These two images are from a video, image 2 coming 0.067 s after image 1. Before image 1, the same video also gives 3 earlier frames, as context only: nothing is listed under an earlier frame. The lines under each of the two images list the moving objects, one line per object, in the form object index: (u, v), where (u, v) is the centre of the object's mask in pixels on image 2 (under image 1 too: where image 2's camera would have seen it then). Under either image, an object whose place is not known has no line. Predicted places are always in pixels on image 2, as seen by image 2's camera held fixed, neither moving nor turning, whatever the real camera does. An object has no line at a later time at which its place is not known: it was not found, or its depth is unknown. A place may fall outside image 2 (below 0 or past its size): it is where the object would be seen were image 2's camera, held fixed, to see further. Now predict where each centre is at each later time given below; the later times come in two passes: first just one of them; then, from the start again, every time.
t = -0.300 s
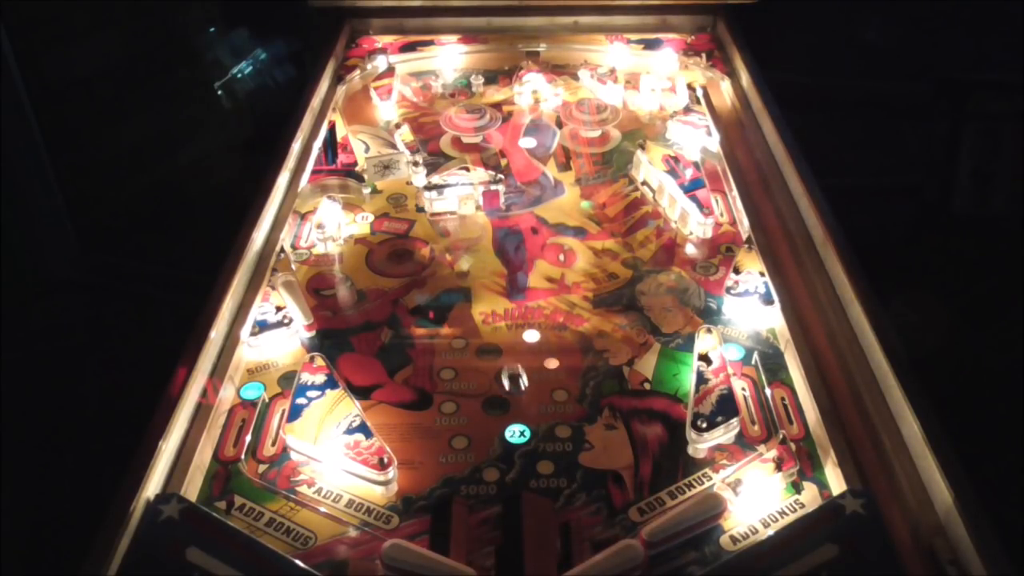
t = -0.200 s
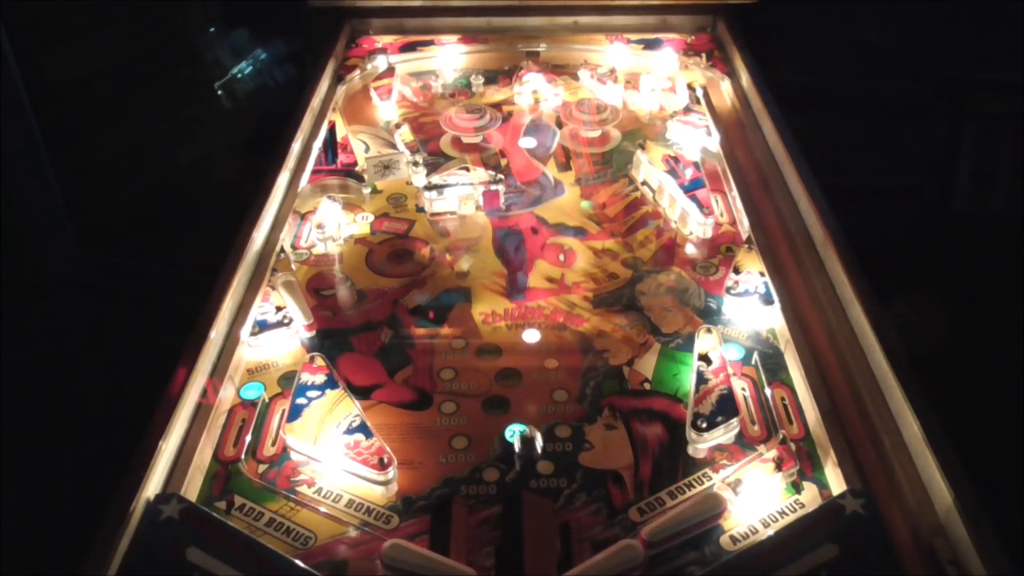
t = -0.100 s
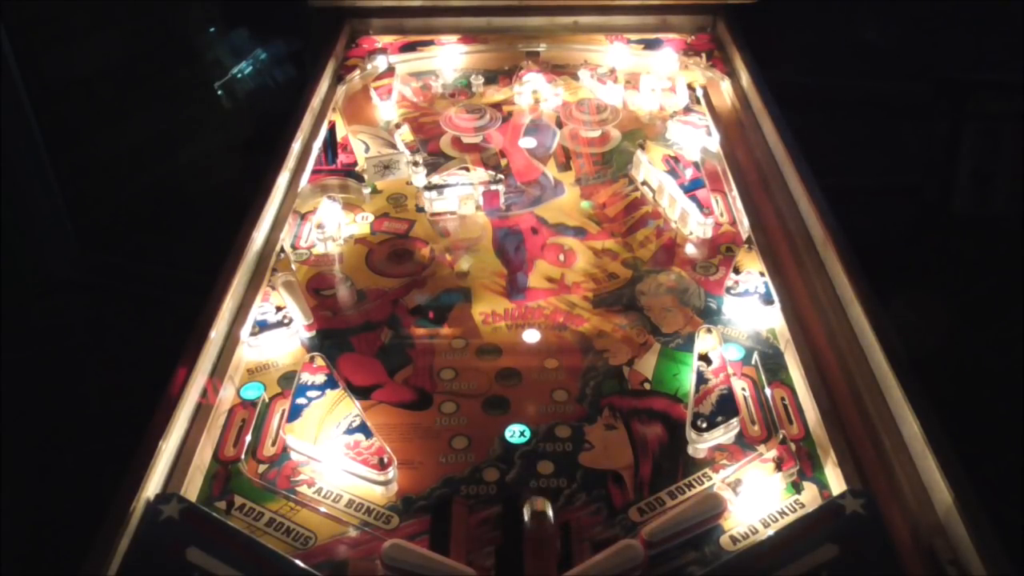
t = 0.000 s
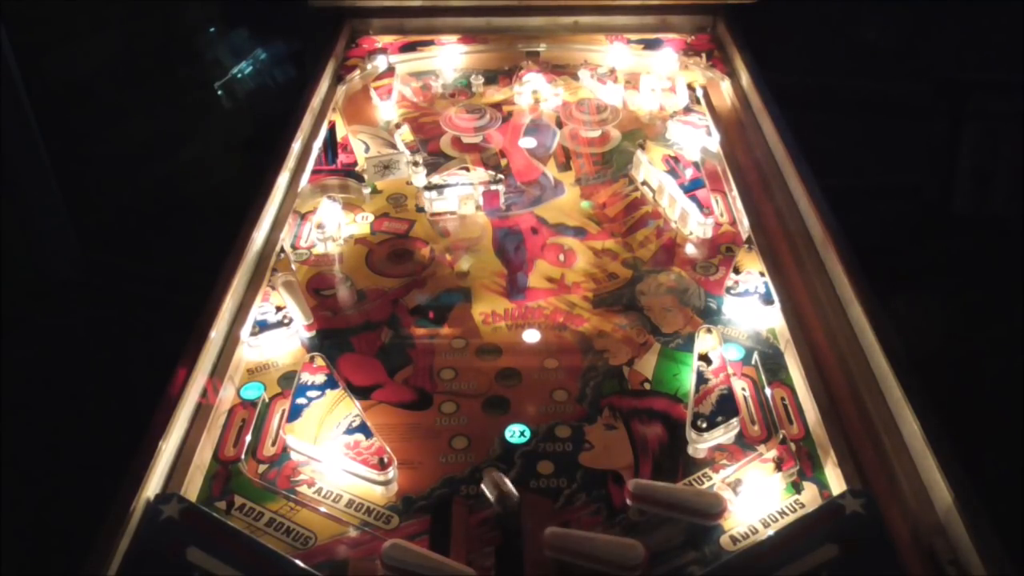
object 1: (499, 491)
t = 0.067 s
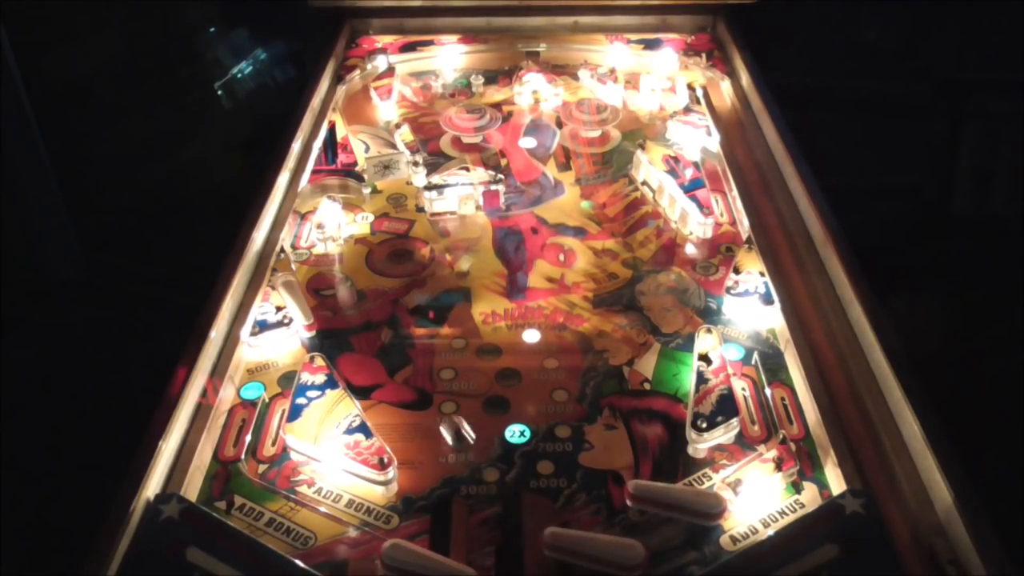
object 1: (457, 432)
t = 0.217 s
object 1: (384, 345)
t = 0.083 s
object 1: (448, 419)
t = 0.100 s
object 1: (438, 408)
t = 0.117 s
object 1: (430, 398)
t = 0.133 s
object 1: (422, 389)
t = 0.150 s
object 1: (413, 377)
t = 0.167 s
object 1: (406, 369)
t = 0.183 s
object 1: (398, 361)
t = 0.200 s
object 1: (391, 353)
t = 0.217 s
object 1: (384, 345)
